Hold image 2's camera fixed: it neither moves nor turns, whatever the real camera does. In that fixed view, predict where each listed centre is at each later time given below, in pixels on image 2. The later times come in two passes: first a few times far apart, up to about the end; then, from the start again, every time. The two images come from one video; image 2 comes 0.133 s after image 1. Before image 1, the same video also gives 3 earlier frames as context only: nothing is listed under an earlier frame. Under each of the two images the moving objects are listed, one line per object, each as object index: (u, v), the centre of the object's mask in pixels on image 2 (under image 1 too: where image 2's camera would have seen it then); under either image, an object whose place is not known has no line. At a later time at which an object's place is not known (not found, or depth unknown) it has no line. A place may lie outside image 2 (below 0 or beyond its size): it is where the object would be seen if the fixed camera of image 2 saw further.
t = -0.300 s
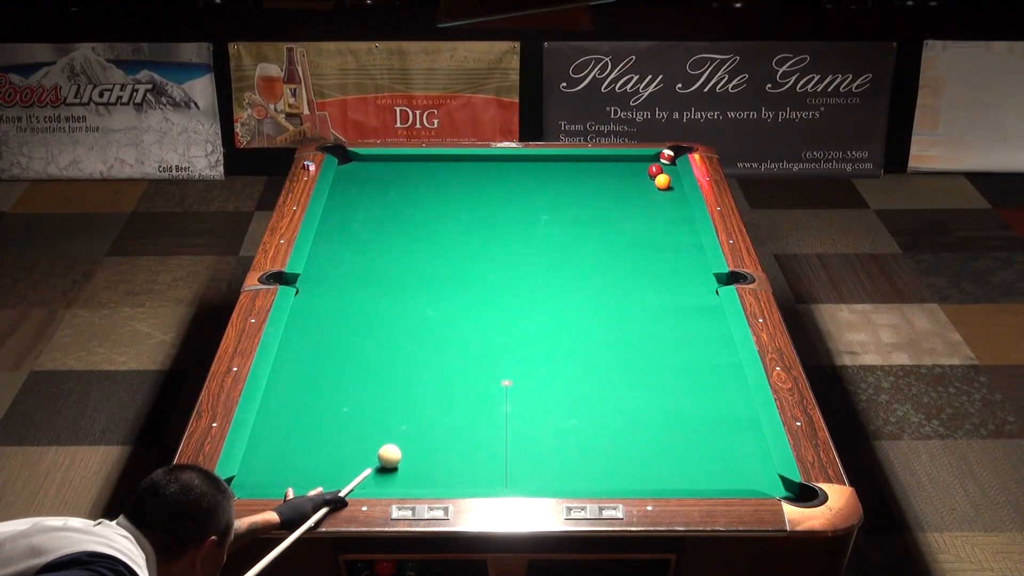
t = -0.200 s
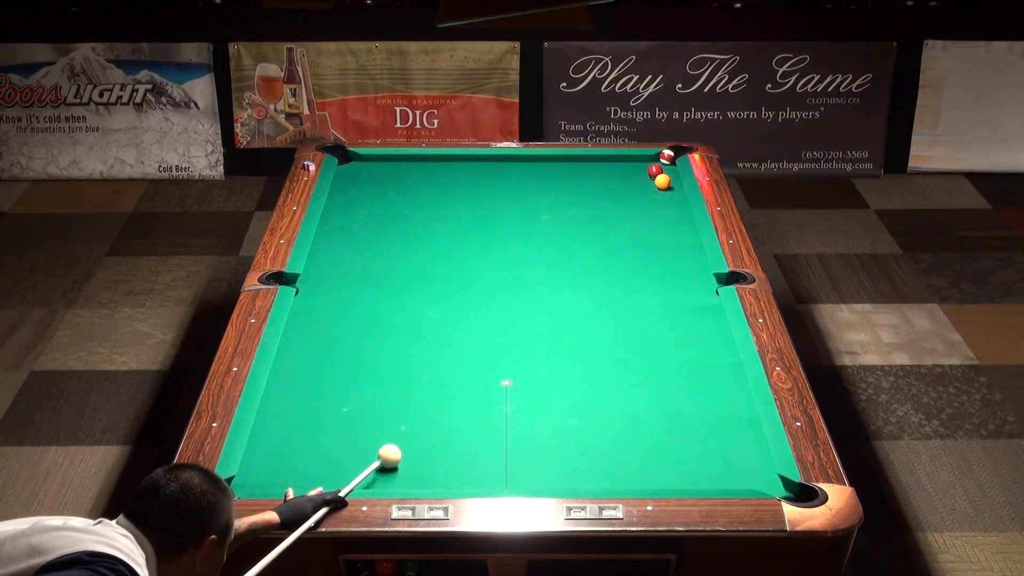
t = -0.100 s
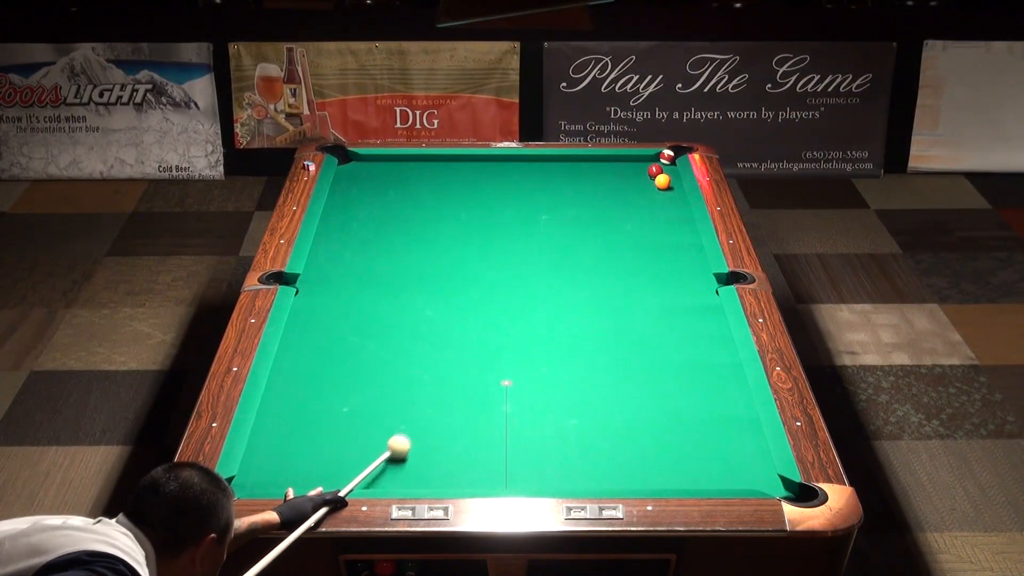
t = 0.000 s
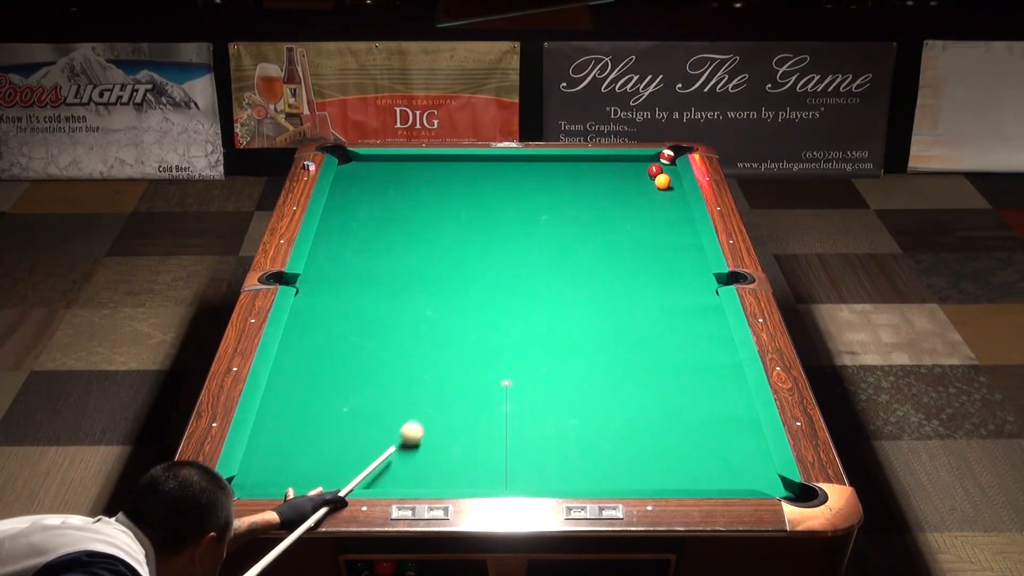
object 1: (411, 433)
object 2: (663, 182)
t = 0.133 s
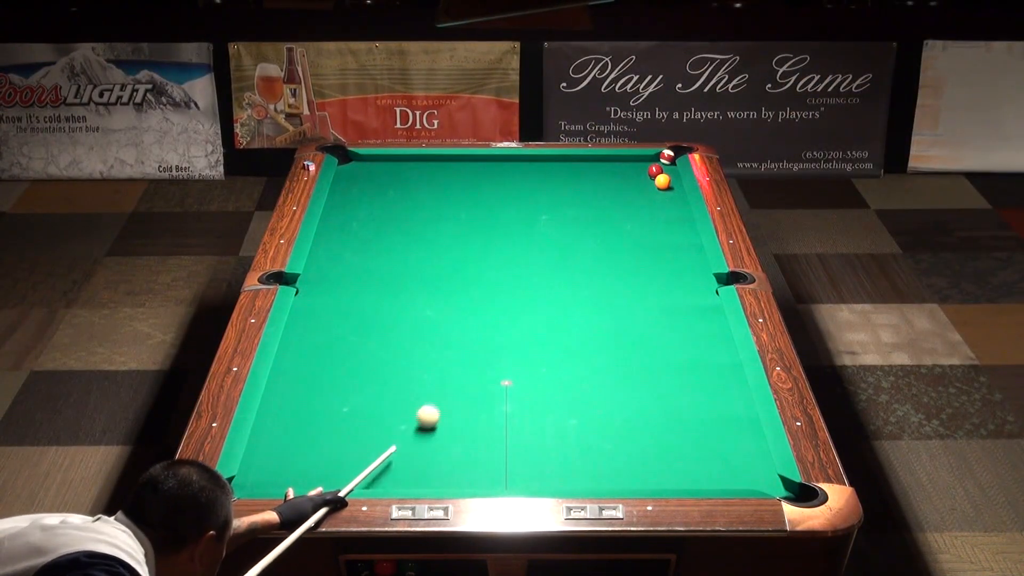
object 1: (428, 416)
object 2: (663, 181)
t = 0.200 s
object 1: (436, 408)
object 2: (663, 181)
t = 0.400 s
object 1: (458, 385)
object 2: (663, 181)
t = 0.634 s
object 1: (482, 361)
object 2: (663, 181)
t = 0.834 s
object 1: (500, 342)
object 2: (663, 181)
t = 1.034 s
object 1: (517, 324)
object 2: (663, 181)
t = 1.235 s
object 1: (533, 309)
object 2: (663, 181)
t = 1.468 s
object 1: (550, 291)
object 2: (663, 181)
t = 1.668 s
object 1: (563, 278)
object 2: (663, 181)
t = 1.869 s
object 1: (576, 265)
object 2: (663, 181)
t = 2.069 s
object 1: (587, 253)
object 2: (663, 181)
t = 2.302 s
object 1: (600, 241)
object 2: (663, 181)
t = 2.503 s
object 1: (611, 231)
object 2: (663, 182)
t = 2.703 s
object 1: (620, 221)
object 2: (663, 182)
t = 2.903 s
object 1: (629, 212)
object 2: (663, 181)
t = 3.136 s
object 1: (639, 203)
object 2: (663, 181)
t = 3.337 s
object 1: (647, 195)
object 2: (663, 181)
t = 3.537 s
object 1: (654, 188)
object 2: (664, 180)
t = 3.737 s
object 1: (656, 185)
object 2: (667, 178)
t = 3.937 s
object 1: (657, 184)
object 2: (671, 175)
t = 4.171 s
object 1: (657, 183)
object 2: (670, 172)
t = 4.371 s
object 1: (656, 183)
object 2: (670, 171)
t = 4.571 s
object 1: (656, 182)
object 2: (670, 170)
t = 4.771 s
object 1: (655, 182)
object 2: (670, 169)
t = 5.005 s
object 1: (656, 182)
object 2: (670, 169)
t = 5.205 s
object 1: (656, 182)
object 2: (670, 169)
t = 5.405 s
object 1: (656, 182)
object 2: (669, 169)
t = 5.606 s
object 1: (655, 182)
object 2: (669, 169)
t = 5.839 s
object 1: (655, 182)
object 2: (669, 169)
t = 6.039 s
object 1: (655, 182)
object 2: (668, 169)
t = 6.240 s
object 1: (655, 182)
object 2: (669, 169)
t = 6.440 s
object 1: (655, 182)
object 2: (669, 169)
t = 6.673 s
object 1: (654, 182)
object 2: (667, 167)
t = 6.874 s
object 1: (654, 181)
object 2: (666, 167)
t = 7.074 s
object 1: (654, 182)
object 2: (667, 167)
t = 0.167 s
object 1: (432, 412)
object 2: (663, 181)
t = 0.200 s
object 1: (436, 408)
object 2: (663, 181)
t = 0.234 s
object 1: (439, 404)
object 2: (663, 181)
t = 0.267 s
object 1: (443, 400)
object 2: (663, 181)
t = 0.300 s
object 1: (447, 397)
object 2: (663, 181)
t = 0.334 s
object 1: (451, 393)
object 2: (663, 181)
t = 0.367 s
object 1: (455, 388)
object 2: (663, 181)
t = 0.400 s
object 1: (458, 385)
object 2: (663, 181)
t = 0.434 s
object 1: (461, 381)
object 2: (663, 181)
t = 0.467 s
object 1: (465, 378)
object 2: (663, 181)
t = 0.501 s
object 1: (468, 374)
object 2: (663, 181)
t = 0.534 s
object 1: (472, 371)
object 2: (663, 181)
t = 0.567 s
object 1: (475, 367)
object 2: (663, 181)
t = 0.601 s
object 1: (478, 364)
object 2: (663, 181)
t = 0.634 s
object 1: (482, 361)
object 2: (663, 181)
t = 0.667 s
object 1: (485, 358)
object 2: (663, 181)
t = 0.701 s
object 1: (488, 355)
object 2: (663, 181)
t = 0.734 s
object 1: (491, 351)
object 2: (663, 181)
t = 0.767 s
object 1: (494, 348)
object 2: (663, 181)
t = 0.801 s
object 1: (497, 345)
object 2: (663, 181)
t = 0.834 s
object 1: (500, 342)
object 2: (663, 181)
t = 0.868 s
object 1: (503, 339)
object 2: (663, 181)
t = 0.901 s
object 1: (506, 336)
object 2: (663, 181)
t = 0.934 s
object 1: (509, 333)
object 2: (663, 181)
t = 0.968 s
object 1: (512, 330)
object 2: (663, 181)
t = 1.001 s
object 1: (514, 328)
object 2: (663, 181)
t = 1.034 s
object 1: (517, 324)
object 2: (663, 181)
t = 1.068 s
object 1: (520, 322)
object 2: (663, 181)
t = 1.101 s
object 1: (523, 319)
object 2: (663, 181)
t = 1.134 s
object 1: (525, 316)
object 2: (663, 181)
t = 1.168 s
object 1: (528, 314)
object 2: (663, 182)
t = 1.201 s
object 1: (530, 311)
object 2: (663, 181)
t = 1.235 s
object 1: (533, 309)
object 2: (663, 181)
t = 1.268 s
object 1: (535, 306)
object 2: (663, 181)
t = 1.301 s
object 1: (538, 303)
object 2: (663, 181)
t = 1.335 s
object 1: (540, 301)
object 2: (663, 181)
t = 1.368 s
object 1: (543, 299)
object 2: (663, 181)
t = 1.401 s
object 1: (545, 296)
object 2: (663, 181)
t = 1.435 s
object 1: (547, 294)
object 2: (663, 181)
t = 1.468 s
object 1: (550, 291)
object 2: (663, 181)
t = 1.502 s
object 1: (552, 289)
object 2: (663, 181)
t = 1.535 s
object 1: (554, 287)
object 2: (663, 181)
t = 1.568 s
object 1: (557, 284)
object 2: (663, 181)
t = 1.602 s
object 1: (559, 282)
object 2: (663, 181)
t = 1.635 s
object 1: (561, 280)
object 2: (663, 181)
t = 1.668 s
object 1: (563, 278)
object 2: (663, 181)
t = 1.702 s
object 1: (565, 275)
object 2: (663, 181)
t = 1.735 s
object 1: (567, 273)
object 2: (663, 181)
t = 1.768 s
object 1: (570, 271)
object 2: (663, 181)
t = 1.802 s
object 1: (571, 269)
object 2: (663, 181)
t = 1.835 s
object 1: (574, 267)
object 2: (663, 181)
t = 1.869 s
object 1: (576, 265)
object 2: (663, 181)
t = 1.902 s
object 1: (578, 263)
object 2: (663, 181)
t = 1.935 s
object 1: (580, 261)
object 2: (663, 182)
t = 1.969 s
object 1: (582, 259)
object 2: (663, 181)
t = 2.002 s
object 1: (584, 257)
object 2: (663, 181)
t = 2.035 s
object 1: (586, 255)
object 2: (663, 181)
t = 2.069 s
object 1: (587, 253)
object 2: (663, 181)
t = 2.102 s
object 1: (589, 251)
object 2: (663, 181)
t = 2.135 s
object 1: (591, 249)
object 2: (663, 181)
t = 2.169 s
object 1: (593, 248)
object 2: (663, 181)
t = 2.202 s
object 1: (595, 246)
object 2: (663, 181)
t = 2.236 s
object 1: (597, 244)
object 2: (663, 181)
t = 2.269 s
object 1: (599, 242)
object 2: (663, 181)
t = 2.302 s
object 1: (600, 241)
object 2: (663, 181)
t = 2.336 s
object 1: (602, 239)
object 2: (663, 181)
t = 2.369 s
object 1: (604, 237)
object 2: (663, 181)
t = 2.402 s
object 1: (605, 235)
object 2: (663, 182)
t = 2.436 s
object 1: (607, 234)
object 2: (663, 182)
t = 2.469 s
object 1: (609, 232)
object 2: (663, 182)
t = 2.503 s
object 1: (611, 231)
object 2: (663, 182)
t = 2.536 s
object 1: (612, 229)
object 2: (663, 182)
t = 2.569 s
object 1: (614, 227)
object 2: (663, 182)
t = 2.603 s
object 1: (615, 226)
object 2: (663, 182)
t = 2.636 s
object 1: (617, 224)
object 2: (663, 182)
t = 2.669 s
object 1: (619, 222)
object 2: (663, 182)
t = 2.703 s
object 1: (620, 221)
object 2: (663, 182)
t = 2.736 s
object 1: (622, 219)
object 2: (663, 182)
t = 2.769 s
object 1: (623, 218)
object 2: (663, 182)
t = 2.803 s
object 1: (625, 216)
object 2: (663, 181)
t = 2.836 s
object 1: (626, 215)
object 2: (663, 181)
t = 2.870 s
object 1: (628, 214)
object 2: (663, 181)
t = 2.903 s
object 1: (629, 212)
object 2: (663, 181)
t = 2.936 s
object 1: (631, 211)
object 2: (663, 181)
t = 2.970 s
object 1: (632, 209)
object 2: (663, 181)
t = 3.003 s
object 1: (634, 208)
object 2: (663, 181)
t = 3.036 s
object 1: (635, 206)
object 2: (663, 181)
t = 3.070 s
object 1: (636, 205)
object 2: (663, 181)
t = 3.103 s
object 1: (638, 204)
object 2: (663, 181)
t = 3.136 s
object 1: (639, 203)
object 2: (663, 181)
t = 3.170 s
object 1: (640, 201)
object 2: (663, 181)
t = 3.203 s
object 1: (642, 200)
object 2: (663, 181)
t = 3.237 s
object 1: (643, 199)
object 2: (663, 181)
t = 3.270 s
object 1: (644, 197)
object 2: (663, 181)
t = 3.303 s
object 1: (646, 196)
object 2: (663, 181)
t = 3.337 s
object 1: (647, 195)
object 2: (663, 181)
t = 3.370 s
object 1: (648, 194)
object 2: (663, 181)
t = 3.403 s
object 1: (649, 192)
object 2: (663, 181)
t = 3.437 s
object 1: (651, 191)
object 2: (663, 181)
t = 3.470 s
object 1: (652, 190)
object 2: (663, 181)
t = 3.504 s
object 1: (653, 189)
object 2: (663, 181)
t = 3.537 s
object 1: (654, 188)
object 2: (664, 180)
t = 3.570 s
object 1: (655, 187)
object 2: (664, 180)
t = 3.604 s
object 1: (656, 186)
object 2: (665, 180)
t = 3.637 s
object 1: (656, 186)
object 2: (665, 179)
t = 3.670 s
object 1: (656, 186)
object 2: (666, 178)
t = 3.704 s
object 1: (656, 185)
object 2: (666, 178)
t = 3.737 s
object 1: (656, 185)
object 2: (667, 178)
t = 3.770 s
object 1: (656, 185)
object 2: (668, 177)
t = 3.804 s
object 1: (656, 185)
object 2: (668, 177)
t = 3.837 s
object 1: (656, 185)
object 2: (669, 176)
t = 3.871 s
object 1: (657, 184)
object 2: (670, 176)
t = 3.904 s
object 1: (657, 184)
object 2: (670, 175)
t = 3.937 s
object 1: (657, 184)
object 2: (671, 175)
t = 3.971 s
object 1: (656, 184)
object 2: (671, 174)
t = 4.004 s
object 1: (657, 184)
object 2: (671, 174)
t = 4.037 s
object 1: (657, 184)
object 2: (670, 173)
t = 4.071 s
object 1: (657, 183)
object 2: (670, 173)
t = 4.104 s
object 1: (657, 183)
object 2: (670, 173)
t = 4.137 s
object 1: (656, 183)
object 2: (670, 173)
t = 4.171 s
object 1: (657, 183)
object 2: (670, 172)
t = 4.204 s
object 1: (657, 183)
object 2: (670, 172)
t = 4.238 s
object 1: (656, 183)
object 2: (670, 172)
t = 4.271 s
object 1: (656, 183)
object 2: (670, 172)
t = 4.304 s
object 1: (656, 183)
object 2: (670, 171)
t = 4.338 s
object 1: (656, 183)
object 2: (670, 171)
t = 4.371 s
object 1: (656, 183)
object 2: (670, 171)
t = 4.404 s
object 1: (656, 183)
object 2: (670, 171)
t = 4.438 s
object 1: (656, 183)
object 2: (670, 171)
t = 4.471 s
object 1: (656, 183)
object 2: (670, 171)
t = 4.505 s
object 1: (656, 182)
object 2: (670, 170)
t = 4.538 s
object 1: (656, 182)
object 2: (670, 170)
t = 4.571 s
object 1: (656, 182)
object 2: (670, 170)
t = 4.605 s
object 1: (656, 182)
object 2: (670, 170)
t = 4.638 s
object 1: (656, 182)
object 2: (670, 170)
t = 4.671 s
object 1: (656, 182)
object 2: (670, 170)
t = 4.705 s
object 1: (656, 182)
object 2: (670, 170)
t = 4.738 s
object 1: (656, 182)
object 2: (670, 169)
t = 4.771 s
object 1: (655, 182)
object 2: (670, 169)
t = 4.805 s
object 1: (655, 182)
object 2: (670, 169)
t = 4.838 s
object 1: (656, 182)
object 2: (670, 169)
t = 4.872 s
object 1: (656, 182)
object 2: (670, 169)
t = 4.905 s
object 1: (655, 182)
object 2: (670, 169)
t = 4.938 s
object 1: (655, 182)
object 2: (670, 169)
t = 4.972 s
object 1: (655, 182)
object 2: (670, 169)
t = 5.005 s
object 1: (656, 182)
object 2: (670, 169)
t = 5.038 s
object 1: (656, 182)
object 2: (670, 169)
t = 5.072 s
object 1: (656, 182)
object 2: (670, 169)
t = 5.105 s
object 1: (656, 182)
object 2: (670, 169)
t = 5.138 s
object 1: (656, 182)
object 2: (670, 169)
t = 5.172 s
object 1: (656, 182)
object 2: (670, 169)
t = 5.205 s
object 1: (656, 182)
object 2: (670, 169)
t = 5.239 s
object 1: (656, 182)
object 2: (670, 169)
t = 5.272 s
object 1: (656, 182)
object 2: (669, 169)
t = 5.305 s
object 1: (656, 182)
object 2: (669, 169)
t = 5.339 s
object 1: (656, 182)
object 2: (669, 169)
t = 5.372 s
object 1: (656, 182)
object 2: (669, 169)
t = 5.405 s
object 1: (656, 182)
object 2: (669, 169)
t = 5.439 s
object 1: (655, 182)
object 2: (669, 169)
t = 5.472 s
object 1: (655, 182)
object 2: (669, 169)
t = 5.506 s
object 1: (656, 182)
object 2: (669, 169)
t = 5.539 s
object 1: (655, 182)
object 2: (669, 169)
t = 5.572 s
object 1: (655, 182)
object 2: (669, 169)
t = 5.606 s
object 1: (655, 182)
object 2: (669, 169)
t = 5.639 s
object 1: (655, 182)
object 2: (669, 169)
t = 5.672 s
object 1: (655, 182)
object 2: (669, 169)
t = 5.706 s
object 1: (655, 182)
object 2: (669, 169)
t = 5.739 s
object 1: (655, 182)
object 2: (669, 169)
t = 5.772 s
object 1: (655, 182)
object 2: (669, 169)
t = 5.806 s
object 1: (655, 182)
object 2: (669, 169)
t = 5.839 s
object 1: (655, 182)
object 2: (669, 169)
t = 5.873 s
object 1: (656, 182)
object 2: (669, 169)
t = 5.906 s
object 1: (655, 182)
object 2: (669, 169)
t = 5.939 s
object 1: (655, 182)
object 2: (669, 169)
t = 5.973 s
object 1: (655, 182)
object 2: (669, 169)
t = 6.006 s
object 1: (655, 182)
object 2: (669, 169)
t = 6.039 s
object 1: (655, 182)
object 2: (668, 169)
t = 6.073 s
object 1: (655, 182)
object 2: (669, 167)
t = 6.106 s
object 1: (655, 182)
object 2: (669, 169)
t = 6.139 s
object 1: (656, 182)
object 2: (669, 169)
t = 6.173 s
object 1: (655, 182)
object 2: (669, 169)
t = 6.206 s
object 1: (655, 182)
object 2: (669, 169)
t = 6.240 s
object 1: (655, 182)
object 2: (669, 169)
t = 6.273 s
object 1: (655, 182)
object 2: (669, 169)
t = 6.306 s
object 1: (655, 182)
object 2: (669, 169)
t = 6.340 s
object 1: (655, 182)
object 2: (669, 169)
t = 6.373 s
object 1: (655, 182)
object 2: (669, 169)
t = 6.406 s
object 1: (655, 182)
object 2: (669, 169)
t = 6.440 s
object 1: (655, 182)
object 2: (669, 169)
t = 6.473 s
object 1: (655, 182)
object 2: (669, 169)
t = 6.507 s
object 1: (655, 182)
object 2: (669, 169)
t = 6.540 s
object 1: (655, 182)
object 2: (669, 169)
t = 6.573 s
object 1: (655, 182)
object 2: (669, 168)
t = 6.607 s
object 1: (655, 182)
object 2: (668, 168)
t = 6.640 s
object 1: (655, 182)
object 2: (668, 167)
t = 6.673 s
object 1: (654, 182)
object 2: (667, 167)
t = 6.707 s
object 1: (654, 182)
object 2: (667, 167)
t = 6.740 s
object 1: (654, 181)
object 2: (666, 167)
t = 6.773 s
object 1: (654, 181)
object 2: (666, 167)
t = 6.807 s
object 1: (654, 181)
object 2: (666, 167)
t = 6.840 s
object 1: (654, 181)
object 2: (666, 167)
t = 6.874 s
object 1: (654, 181)
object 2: (666, 167)
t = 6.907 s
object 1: (654, 181)
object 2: (666, 167)
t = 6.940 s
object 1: (654, 181)
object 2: (667, 167)
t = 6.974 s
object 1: (654, 182)
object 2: (667, 167)
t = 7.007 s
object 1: (654, 182)
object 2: (667, 167)
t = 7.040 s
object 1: (654, 182)
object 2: (667, 167)
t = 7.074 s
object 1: (654, 182)
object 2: (667, 167)
